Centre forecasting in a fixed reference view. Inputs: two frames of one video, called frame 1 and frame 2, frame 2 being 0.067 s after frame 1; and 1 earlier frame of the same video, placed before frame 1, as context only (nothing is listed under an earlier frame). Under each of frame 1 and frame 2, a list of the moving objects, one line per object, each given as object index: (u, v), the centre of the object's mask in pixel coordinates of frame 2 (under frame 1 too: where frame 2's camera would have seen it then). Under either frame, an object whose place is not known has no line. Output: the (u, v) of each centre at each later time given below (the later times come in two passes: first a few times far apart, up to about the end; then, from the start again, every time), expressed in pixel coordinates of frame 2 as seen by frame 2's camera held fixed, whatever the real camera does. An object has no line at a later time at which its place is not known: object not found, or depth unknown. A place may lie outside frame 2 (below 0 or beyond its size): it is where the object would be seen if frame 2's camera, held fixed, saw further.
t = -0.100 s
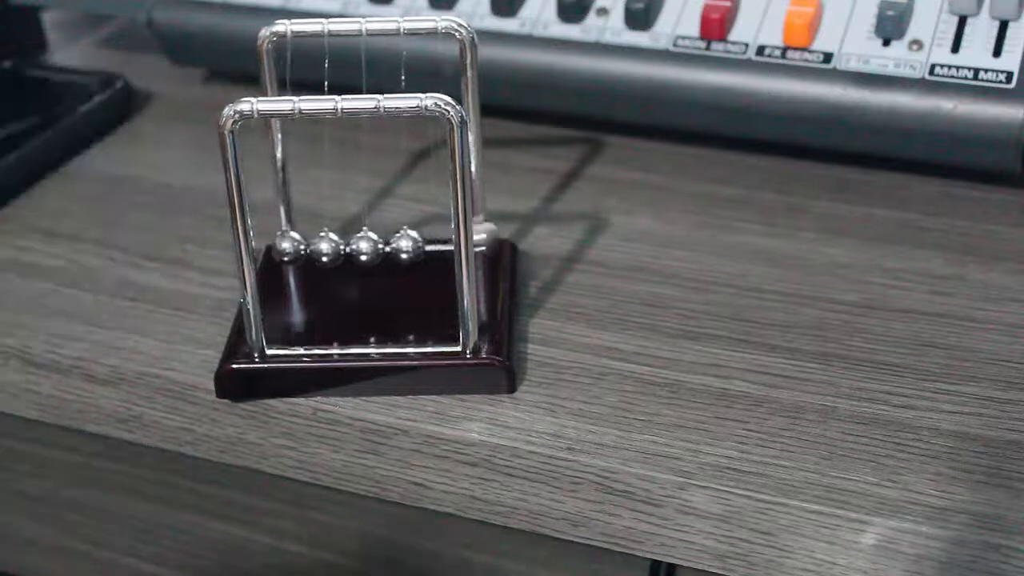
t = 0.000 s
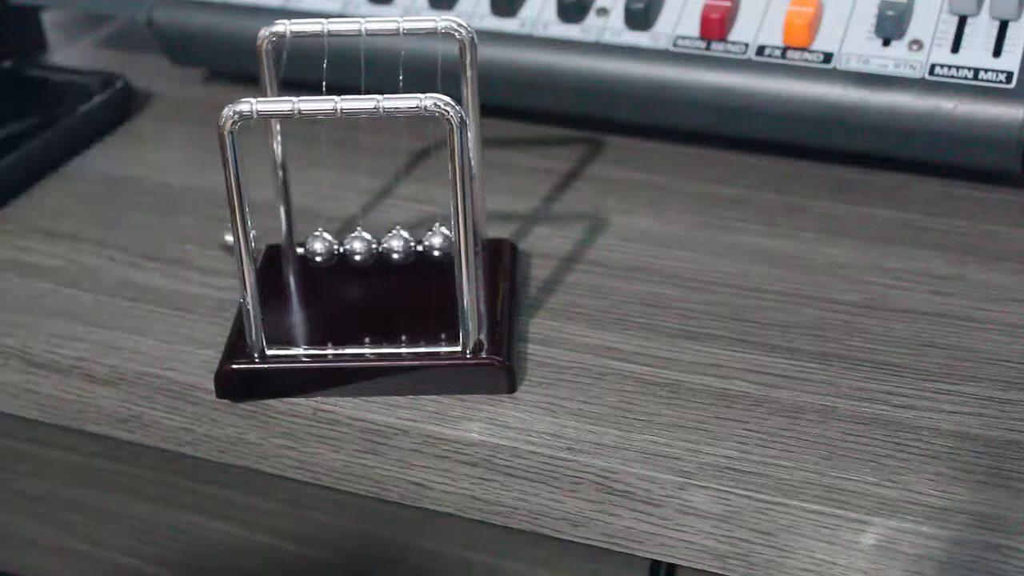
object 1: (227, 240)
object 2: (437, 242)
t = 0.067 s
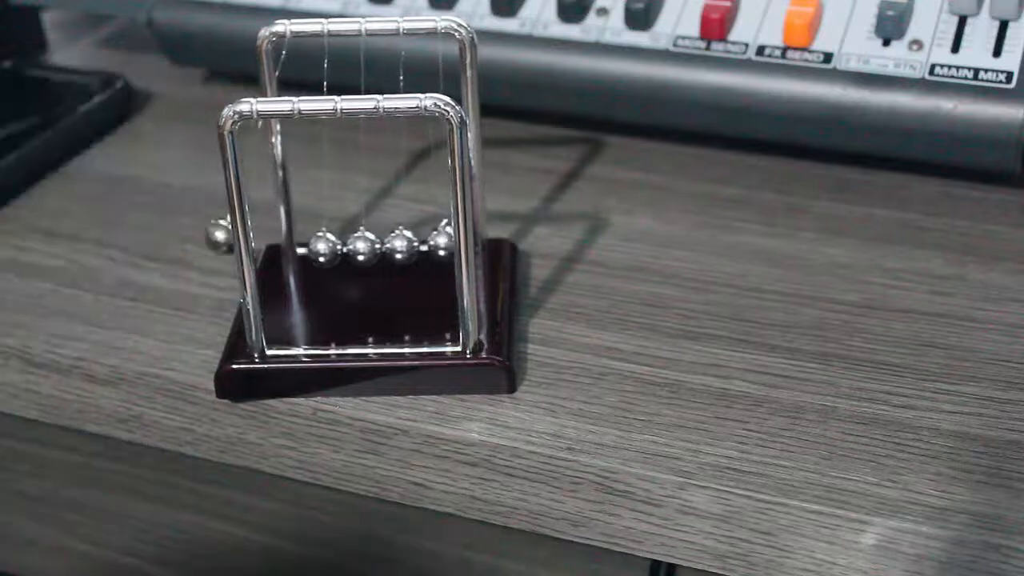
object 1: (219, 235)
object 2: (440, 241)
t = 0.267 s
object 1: (300, 244)
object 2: (507, 227)
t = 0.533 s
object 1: (221, 236)
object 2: (438, 240)
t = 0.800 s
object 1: (298, 244)
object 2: (508, 229)
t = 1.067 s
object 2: (441, 240)
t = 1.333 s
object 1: (294, 245)
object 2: (495, 233)
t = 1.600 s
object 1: (262, 238)
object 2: (443, 241)
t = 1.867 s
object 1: (286, 245)
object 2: (482, 238)
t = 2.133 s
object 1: (282, 244)
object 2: (446, 242)
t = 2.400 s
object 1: (282, 245)
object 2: (440, 241)
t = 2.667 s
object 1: (301, 243)
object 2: (448, 242)
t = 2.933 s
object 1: (275, 243)
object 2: (436, 242)
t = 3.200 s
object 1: (301, 242)
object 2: (482, 239)
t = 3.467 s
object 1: (265, 242)
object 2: (437, 241)
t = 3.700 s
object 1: (303, 243)
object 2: (480, 240)
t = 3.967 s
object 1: (266, 242)
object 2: (438, 240)
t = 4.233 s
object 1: (298, 243)
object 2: (482, 239)
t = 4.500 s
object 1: (266, 242)
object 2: (441, 240)
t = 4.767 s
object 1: (290, 244)
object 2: (481, 240)
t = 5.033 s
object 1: (271, 243)
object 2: (444, 240)
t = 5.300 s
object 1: (286, 245)
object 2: (451, 241)
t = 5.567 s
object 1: (279, 245)
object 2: (446, 241)
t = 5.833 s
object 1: (283, 245)
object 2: (446, 239)
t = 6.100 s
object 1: (289, 244)
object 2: (447, 241)
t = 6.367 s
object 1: (282, 245)
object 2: (443, 239)
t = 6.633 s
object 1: (296, 244)
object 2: (447, 241)
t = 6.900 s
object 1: (283, 246)
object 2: (440, 240)
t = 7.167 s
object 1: (297, 244)
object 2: (446, 239)
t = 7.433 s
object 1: (287, 245)
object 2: (440, 240)
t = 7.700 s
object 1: (295, 244)
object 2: (444, 240)
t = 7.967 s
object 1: (291, 244)
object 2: (441, 240)
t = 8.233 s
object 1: (291, 244)
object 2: (442, 240)
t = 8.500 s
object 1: (295, 245)
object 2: (444, 240)
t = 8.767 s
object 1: (289, 244)
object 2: (440, 240)
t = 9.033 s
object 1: (298, 244)
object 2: (444, 240)
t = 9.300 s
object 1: (286, 245)
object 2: (440, 239)
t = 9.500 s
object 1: (296, 244)
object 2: (444, 240)
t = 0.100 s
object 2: (441, 242)
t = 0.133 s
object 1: (264, 239)
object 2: (444, 240)
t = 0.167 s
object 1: (284, 241)
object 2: (446, 240)
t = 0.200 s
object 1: (301, 244)
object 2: (478, 237)
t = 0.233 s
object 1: (302, 244)
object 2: (492, 234)
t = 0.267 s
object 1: (300, 244)
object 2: (507, 227)
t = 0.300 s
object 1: (297, 245)
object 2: (514, 227)
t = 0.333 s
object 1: (291, 245)
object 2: (505, 226)
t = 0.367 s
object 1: (288, 245)
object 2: (494, 235)
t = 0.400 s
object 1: (286, 244)
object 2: (479, 234)
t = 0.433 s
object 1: (283, 246)
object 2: (438, 241)
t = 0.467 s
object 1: (266, 241)
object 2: (436, 241)
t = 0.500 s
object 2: (437, 242)
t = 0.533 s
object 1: (221, 236)
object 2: (438, 240)
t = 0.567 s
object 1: (222, 237)
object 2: (441, 240)
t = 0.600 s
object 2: (443, 240)
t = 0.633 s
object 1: (267, 243)
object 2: (445, 240)
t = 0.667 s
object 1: (292, 243)
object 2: (446, 241)
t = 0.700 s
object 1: (300, 244)
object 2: (479, 237)
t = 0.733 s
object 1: (301, 243)
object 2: (492, 234)
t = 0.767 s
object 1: (301, 243)
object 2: (504, 229)
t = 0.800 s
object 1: (298, 244)
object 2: (508, 229)
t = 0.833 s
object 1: (294, 245)
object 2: (500, 230)
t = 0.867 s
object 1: (289, 245)
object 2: (488, 234)
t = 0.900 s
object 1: (285, 246)
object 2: (446, 246)
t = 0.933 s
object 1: (283, 244)
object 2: (438, 243)
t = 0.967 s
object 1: (264, 239)
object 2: (437, 243)
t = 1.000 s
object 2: (436, 243)
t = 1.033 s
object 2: (438, 241)
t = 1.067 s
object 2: (441, 240)
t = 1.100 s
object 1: (260, 236)
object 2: (443, 240)
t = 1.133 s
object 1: (270, 243)
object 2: (445, 240)
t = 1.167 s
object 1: (296, 242)
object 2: (447, 241)
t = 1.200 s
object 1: (301, 243)
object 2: (480, 236)
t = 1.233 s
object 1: (302, 245)
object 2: (493, 235)
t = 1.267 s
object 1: (300, 244)
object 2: (499, 234)
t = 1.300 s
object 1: (298, 245)
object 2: (501, 231)
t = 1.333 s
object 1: (294, 245)
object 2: (495, 233)
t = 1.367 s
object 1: (289, 244)
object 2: (484, 235)
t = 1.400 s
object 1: (286, 245)
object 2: (442, 244)
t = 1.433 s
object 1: (279, 244)
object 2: (436, 242)
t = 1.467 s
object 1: (262, 239)
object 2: (436, 241)
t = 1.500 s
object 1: (255, 241)
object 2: (437, 241)
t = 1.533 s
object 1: (226, 239)
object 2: (439, 240)
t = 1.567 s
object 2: (441, 240)
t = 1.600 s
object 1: (262, 238)
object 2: (443, 241)
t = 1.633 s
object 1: (274, 243)
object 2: (445, 241)
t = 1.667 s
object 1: (300, 241)
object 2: (446, 241)
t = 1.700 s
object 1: (304, 244)
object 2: (481, 237)
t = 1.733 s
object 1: (301, 243)
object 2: (491, 235)
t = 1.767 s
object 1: (297, 245)
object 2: (497, 235)
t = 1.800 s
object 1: (293, 245)
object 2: (497, 234)
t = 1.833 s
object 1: (289, 245)
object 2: (492, 236)
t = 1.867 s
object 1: (286, 245)
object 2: (482, 238)
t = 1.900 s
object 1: (283, 245)
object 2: (439, 242)
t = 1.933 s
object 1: (279, 245)
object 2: (435, 241)
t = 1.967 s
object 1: (262, 241)
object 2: (436, 240)
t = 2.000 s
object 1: (257, 238)
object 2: (438, 241)
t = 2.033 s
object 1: (256, 242)
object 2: (440, 239)
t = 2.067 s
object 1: (258, 242)
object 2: (443, 239)
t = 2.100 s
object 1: (266, 243)
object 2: (445, 240)
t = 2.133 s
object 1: (282, 244)
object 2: (446, 242)
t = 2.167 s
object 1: (301, 242)
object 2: (447, 241)
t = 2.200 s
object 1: (302, 243)
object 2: (483, 239)
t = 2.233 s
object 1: (300, 244)
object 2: (490, 237)
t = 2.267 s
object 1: (297, 245)
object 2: (494, 236)
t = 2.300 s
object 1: (293, 245)
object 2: (493, 235)
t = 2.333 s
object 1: (289, 245)
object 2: (487, 237)
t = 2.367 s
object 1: (286, 246)
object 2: (479, 239)
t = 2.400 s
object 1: (282, 245)
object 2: (440, 241)
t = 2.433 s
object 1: (275, 243)
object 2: (436, 241)
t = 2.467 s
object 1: (262, 239)
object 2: (436, 243)
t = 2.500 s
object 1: (257, 238)
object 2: (438, 241)
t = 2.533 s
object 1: (255, 239)
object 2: (441, 240)
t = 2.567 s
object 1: (260, 242)
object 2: (444, 241)
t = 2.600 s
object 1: (269, 241)
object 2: (446, 242)
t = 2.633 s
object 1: (285, 243)
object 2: (447, 242)
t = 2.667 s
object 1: (301, 243)
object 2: (448, 242)
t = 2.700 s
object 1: (302, 244)
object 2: (482, 239)
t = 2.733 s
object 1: (302, 244)
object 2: (487, 237)
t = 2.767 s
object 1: (297, 244)
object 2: (491, 237)
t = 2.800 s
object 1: (292, 245)
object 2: (489, 236)
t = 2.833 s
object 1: (287, 245)
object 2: (484, 239)
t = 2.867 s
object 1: (283, 245)
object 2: (449, 242)
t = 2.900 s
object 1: (282, 245)
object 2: (438, 240)
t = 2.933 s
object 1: (275, 243)
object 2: (436, 242)
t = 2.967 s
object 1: (264, 242)
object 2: (436, 241)
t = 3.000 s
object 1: (259, 238)
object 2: (438, 241)
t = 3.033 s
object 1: (259, 238)
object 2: (441, 239)
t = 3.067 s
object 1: (263, 240)
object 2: (444, 239)
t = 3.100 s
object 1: (272, 241)
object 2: (446, 240)
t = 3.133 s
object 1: (290, 244)
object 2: (447, 241)
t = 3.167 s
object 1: (302, 242)
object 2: (447, 242)
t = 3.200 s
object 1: (301, 242)
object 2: (482, 239)
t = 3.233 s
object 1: (298, 243)
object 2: (486, 237)
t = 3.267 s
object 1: (293, 244)
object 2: (487, 237)
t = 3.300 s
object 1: (289, 245)
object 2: (486, 237)
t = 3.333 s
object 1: (285, 245)
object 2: (482, 240)
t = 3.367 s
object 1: (283, 245)
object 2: (448, 239)
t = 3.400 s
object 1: (283, 246)
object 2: (438, 240)
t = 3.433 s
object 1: (276, 243)
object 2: (436, 240)
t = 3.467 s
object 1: (265, 242)
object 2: (437, 241)
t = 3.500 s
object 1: (261, 240)
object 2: (440, 240)
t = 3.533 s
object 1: (261, 240)
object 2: (442, 240)
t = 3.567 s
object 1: (266, 242)
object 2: (445, 241)
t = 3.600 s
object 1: (278, 243)
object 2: (446, 241)
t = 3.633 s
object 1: (293, 243)
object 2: (447, 242)
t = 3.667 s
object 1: (305, 244)
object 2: (447, 242)
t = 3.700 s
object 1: (303, 243)
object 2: (480, 240)
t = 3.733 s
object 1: (299, 243)
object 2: (484, 238)
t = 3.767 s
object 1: (295, 244)
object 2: (485, 237)
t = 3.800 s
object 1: (289, 244)
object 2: (483, 238)
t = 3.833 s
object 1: (285, 246)
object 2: (479, 240)
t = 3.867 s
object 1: (282, 245)
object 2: (446, 239)
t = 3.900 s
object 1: (282, 245)
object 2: (437, 241)
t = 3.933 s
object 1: (276, 244)
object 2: (436, 240)
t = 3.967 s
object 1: (266, 242)
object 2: (438, 240)
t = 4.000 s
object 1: (263, 241)
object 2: (440, 241)
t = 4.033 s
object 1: (264, 242)
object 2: (443, 240)
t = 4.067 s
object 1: (269, 242)
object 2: (445, 240)
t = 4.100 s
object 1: (281, 244)
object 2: (446, 242)
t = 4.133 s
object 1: (297, 242)
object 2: (447, 242)
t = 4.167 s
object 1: (304, 242)
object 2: (448, 242)
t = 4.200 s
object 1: (302, 243)
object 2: (480, 240)
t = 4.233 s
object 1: (298, 243)
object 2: (482, 239)
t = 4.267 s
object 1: (295, 244)
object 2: (482, 239)
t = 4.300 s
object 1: (289, 245)
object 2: (481, 240)
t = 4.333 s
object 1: (285, 245)
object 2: (478, 240)
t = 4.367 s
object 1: (282, 245)
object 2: (445, 239)
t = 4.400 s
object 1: (282, 245)
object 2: (436, 242)
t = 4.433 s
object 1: (276, 244)
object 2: (435, 240)
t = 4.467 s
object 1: (267, 243)
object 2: (437, 240)
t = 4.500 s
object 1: (266, 242)
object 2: (441, 240)
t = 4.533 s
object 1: (267, 242)
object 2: (444, 240)
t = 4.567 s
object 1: (272, 243)
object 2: (446, 240)
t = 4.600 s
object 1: (283, 244)
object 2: (447, 242)
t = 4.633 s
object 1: (296, 244)
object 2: (447, 242)
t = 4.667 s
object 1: (303, 244)
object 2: (447, 242)
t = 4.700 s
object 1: (301, 244)
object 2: (479, 240)
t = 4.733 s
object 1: (296, 244)
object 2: (481, 240)
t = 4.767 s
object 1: (290, 244)
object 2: (481, 240)
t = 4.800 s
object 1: (285, 245)
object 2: (479, 241)
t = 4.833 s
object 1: (282, 245)
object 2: (449, 243)
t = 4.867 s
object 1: (281, 245)
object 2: (444, 239)
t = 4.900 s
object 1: (281, 245)
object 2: (437, 241)
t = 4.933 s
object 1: (277, 244)
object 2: (437, 241)
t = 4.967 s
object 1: (271, 244)
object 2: (439, 242)
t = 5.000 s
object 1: (269, 243)
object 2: (442, 240)
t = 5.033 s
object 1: (271, 243)
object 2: (444, 240)
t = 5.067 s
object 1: (277, 244)
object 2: (446, 241)
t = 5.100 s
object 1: (286, 245)
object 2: (447, 243)
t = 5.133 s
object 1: (298, 244)
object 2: (447, 243)
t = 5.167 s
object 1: (302, 243)
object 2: (447, 243)
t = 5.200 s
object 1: (300, 243)
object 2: (451, 244)
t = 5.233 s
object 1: (297, 244)
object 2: (477, 234)
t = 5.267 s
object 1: (291, 244)
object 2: (478, 234)
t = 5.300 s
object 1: (286, 245)
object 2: (451, 241)
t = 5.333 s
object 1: (283, 245)
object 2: (447, 241)
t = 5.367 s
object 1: (281, 245)
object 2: (444, 238)
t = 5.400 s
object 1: (281, 246)
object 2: (437, 243)
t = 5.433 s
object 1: (278, 245)
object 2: (437, 243)
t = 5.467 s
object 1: (273, 244)
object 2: (440, 243)
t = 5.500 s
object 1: (272, 244)
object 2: (442, 242)
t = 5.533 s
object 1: (274, 244)
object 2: (444, 239)
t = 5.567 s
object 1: (279, 245)
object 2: (446, 241)
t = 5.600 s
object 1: (288, 244)
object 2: (447, 242)
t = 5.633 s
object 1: (297, 243)
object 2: (448, 242)
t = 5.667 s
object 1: (301, 244)
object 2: (447, 243)
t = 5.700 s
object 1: (298, 243)
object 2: (447, 243)
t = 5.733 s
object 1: (295, 243)
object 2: (453, 241)
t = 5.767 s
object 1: (290, 244)
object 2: (451, 239)
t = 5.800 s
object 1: (286, 245)
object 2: (449, 242)
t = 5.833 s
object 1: (283, 245)
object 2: (446, 239)
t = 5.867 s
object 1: (282, 245)
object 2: (443, 239)
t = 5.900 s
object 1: (282, 246)
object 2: (437, 241)
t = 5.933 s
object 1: (281, 245)
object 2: (437, 241)
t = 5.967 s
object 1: (278, 244)
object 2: (439, 240)
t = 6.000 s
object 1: (277, 244)
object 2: (443, 240)
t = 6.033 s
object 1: (279, 245)
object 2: (445, 240)
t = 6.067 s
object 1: (283, 246)
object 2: (446, 241)
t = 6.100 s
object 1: (289, 244)
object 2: (447, 241)
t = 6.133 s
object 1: (297, 243)
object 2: (448, 242)
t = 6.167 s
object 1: (301, 243)
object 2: (447, 242)
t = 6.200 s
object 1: (298, 244)
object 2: (446, 243)
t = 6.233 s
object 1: (295, 244)
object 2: (447, 242)
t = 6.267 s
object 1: (289, 245)
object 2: (449, 241)
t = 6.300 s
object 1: (285, 246)
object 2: (448, 241)
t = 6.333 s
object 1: (282, 245)
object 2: (445, 239)
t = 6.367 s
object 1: (282, 245)
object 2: (443, 239)
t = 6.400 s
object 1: (282, 245)
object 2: (438, 241)
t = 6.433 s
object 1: (283, 245)
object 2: (438, 240)
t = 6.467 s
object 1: (281, 245)
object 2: (440, 240)
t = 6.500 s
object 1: (281, 245)
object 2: (442, 240)
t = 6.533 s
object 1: (282, 246)
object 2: (445, 239)
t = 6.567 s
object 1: (286, 245)
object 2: (446, 241)
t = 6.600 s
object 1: (291, 244)
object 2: (447, 241)
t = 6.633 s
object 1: (296, 244)
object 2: (447, 241)
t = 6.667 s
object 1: (300, 243)
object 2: (447, 241)
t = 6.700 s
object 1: (297, 243)
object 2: (446, 241)
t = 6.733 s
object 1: (294, 244)
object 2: (447, 242)
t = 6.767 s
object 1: (288, 244)
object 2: (447, 241)
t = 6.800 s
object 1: (284, 246)
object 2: (446, 239)
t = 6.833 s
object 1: (282, 246)
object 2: (445, 239)
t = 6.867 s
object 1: (282, 246)
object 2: (442, 239)
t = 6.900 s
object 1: (283, 246)
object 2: (440, 240)
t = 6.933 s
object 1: (286, 246)
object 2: (438, 240)
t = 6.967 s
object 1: (286, 246)
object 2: (440, 240)
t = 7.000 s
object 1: (284, 245)
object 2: (443, 240)
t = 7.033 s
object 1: (286, 246)
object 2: (445, 240)
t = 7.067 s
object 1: (288, 245)
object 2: (447, 241)
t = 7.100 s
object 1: (292, 245)
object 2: (447, 241)
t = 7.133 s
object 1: (295, 245)
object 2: (447, 241)
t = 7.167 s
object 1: (297, 244)
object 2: (446, 239)
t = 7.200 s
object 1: (296, 244)
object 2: (445, 241)
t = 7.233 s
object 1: (292, 244)
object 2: (446, 240)
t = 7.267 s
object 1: (288, 245)
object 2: (446, 240)
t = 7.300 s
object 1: (285, 245)
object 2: (445, 240)
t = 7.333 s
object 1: (283, 246)
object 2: (444, 239)
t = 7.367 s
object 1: (283, 246)
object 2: (443, 239)
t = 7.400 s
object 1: (284, 245)
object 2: (442, 240)
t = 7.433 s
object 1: (287, 245)
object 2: (440, 240)
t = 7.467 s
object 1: (289, 245)
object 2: (441, 240)
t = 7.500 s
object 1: (289, 245)
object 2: (443, 240)
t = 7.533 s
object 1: (290, 245)
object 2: (445, 240)
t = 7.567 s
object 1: (291, 245)
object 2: (447, 240)
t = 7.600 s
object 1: (292, 245)
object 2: (447, 241)
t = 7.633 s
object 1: (294, 245)
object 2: (446, 241)
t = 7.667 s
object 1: (295, 244)
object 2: (446, 240)
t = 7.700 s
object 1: (295, 244)
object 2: (444, 240)
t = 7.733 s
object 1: (291, 244)
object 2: (443, 240)
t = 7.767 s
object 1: (288, 244)
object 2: (441, 241)
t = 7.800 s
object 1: (286, 245)
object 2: (443, 240)
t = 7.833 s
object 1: (284, 245)
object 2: (443, 240)
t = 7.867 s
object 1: (284, 245)
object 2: (443, 239)
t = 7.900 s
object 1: (286, 245)
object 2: (442, 239)
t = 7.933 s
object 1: (289, 244)
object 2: (440, 240)
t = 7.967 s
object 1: (291, 244)
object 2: (441, 240)
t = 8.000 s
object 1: (293, 245)
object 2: (443, 240)
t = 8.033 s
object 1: (293, 245)
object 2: (445, 240)
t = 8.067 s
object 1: (293, 245)
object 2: (446, 240)
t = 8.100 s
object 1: (293, 245)
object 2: (447, 241)
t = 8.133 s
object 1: (293, 245)
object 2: (446, 240)
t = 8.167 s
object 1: (293, 245)
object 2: (445, 240)
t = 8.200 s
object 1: (292, 244)
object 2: (444, 240)
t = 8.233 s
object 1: (291, 244)
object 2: (442, 240)
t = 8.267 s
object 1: (289, 244)
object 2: (441, 240)
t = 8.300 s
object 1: (286, 245)
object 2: (440, 240)
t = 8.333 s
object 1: (285, 245)
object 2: (439, 240)
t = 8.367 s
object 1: (285, 245)
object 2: (439, 240)
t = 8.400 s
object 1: (287, 245)
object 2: (441, 240)
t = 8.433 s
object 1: (289, 245)
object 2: (441, 240)
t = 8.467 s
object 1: (291, 244)
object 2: (442, 240)
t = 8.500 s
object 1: (295, 245)
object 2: (444, 240)
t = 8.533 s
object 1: (297, 245)
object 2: (445, 240)
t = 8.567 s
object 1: (296, 245)
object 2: (446, 240)
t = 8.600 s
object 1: (295, 245)
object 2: (446, 240)
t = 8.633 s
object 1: (293, 245)
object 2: (445, 240)
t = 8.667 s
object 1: (291, 244)
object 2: (444, 240)
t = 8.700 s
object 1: (290, 244)
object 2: (443, 239)
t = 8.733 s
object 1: (289, 244)
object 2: (441, 240)
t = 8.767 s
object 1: (289, 244)
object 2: (440, 240)
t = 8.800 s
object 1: (288, 245)
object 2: (439, 241)
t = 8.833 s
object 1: (287, 244)
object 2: (439, 240)
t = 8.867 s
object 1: (288, 244)
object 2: (439, 240)
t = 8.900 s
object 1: (289, 244)
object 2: (440, 240)
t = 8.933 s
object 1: (292, 244)
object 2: (442, 240)
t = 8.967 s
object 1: (295, 244)
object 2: (443, 240)
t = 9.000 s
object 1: (297, 244)
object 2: (444, 240)
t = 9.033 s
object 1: (298, 244)
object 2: (444, 240)
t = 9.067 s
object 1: (298, 245)
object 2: (445, 240)
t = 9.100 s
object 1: (298, 244)
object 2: (444, 240)
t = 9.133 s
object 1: (296, 244)
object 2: (444, 240)
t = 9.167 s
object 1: (293, 244)
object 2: (443, 240)
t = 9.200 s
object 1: (290, 244)
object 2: (441, 240)
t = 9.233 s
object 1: (288, 245)
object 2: (441, 240)
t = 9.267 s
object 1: (286, 245)
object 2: (440, 239)
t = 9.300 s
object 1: (286, 245)
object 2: (440, 239)
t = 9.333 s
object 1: (287, 245)
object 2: (440, 239)
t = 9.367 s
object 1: (289, 245)
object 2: (440, 240)
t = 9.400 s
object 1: (291, 245)
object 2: (441, 240)
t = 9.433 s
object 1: (293, 244)
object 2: (442, 240)
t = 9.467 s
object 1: (295, 245)
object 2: (444, 239)
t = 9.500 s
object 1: (296, 244)
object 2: (444, 240)
